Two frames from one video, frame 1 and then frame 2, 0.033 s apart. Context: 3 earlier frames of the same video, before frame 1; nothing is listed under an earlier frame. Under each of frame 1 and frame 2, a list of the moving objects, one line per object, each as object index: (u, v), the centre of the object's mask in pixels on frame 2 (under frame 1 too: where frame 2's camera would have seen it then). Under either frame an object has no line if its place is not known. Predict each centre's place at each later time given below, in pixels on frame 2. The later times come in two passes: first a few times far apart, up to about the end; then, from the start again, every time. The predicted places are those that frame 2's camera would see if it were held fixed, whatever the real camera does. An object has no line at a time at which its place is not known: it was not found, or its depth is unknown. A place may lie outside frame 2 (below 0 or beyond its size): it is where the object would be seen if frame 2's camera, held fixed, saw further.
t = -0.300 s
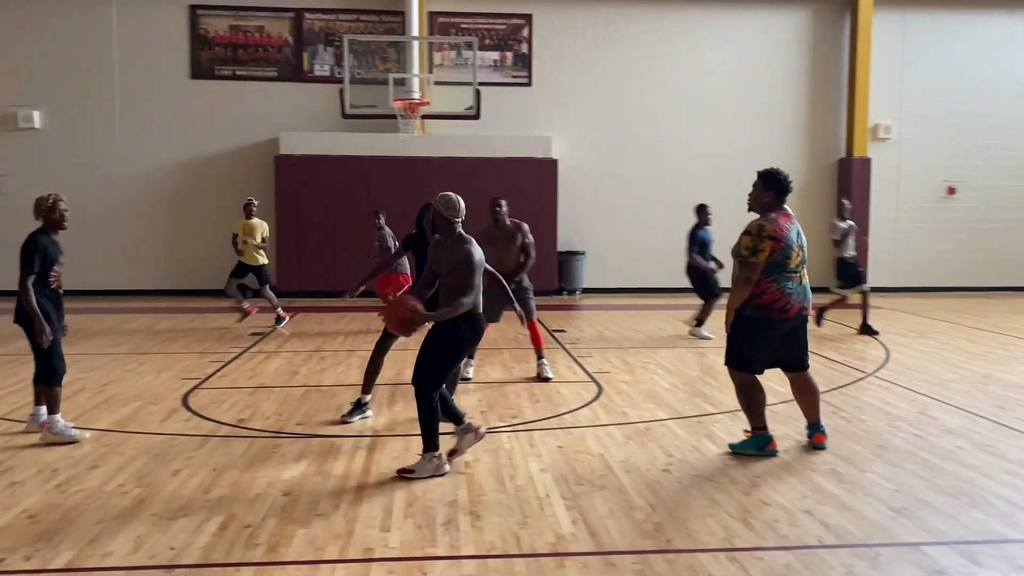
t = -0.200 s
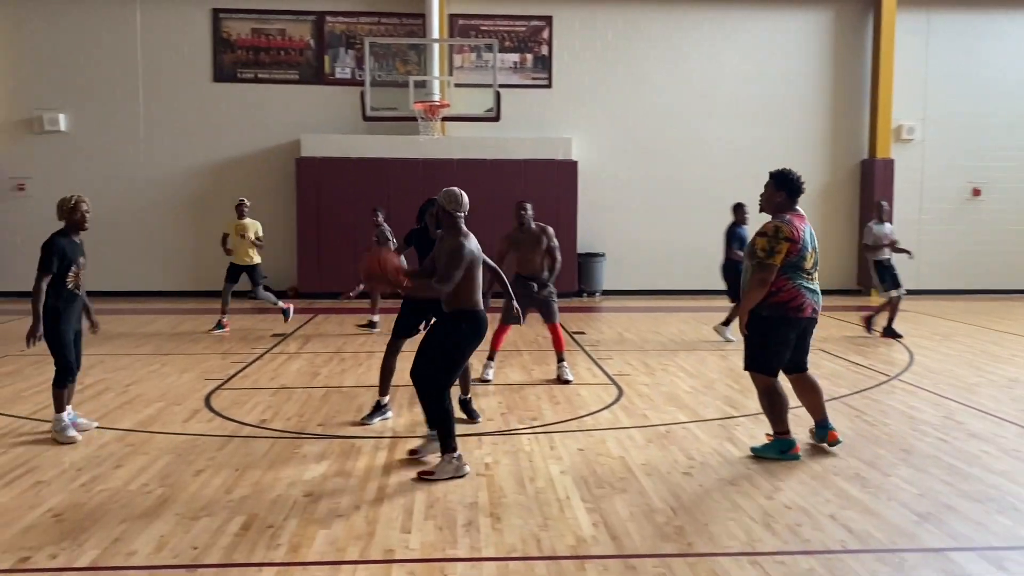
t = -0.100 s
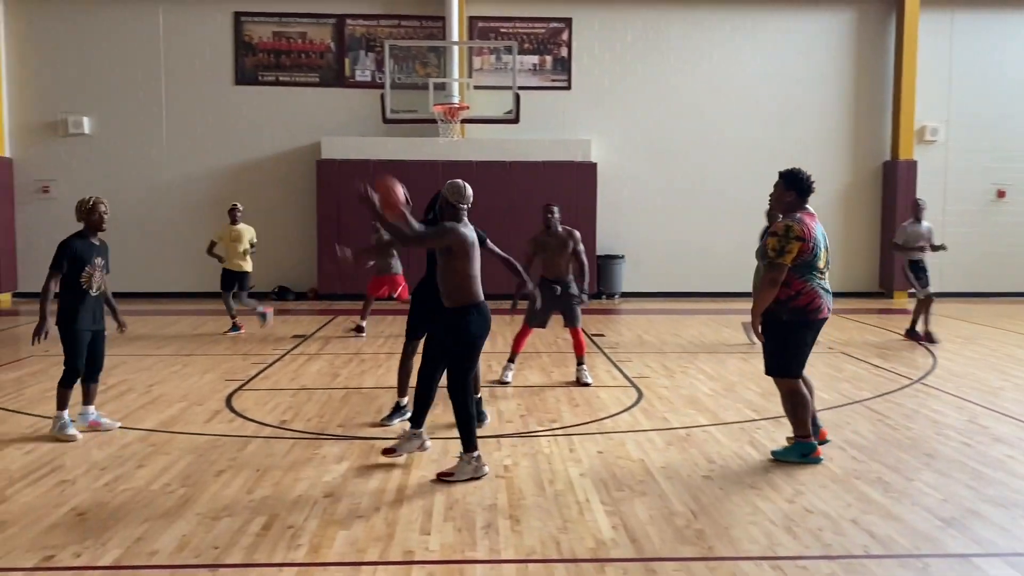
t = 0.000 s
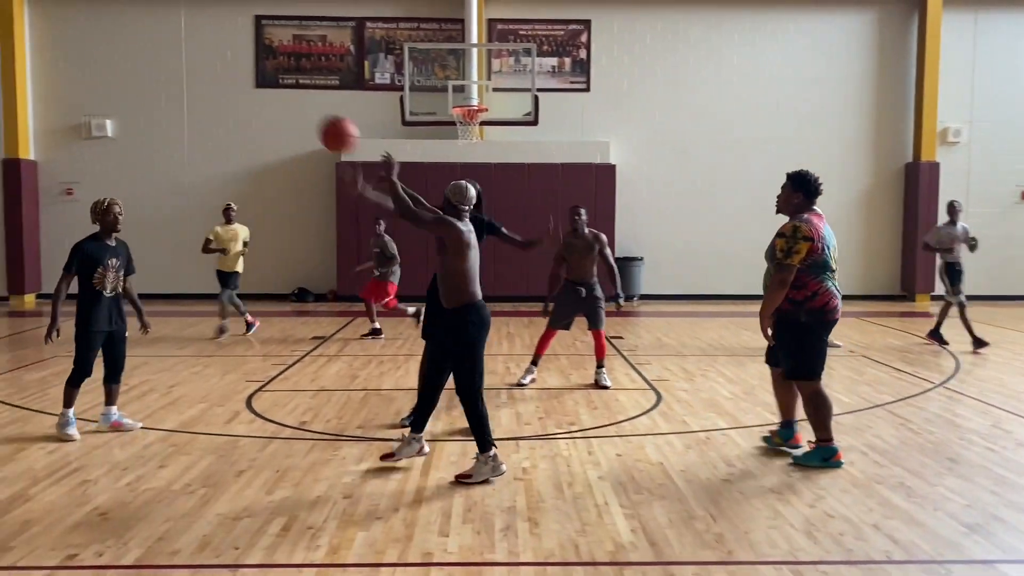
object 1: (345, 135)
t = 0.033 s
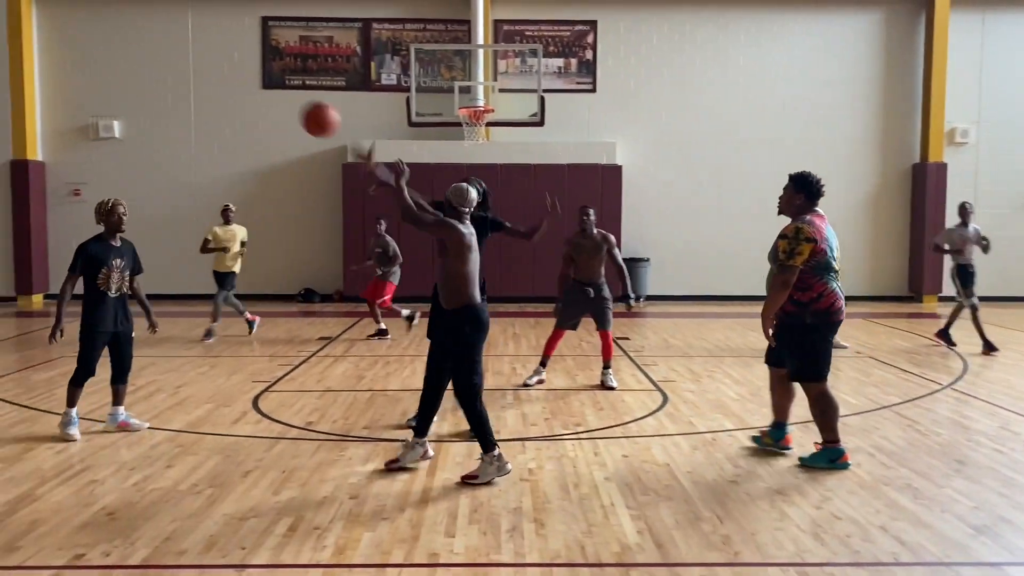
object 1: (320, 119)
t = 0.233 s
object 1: (200, 71)
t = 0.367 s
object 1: (142, 70)
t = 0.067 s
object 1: (297, 107)
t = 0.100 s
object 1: (275, 95)
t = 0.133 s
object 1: (255, 86)
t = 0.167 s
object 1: (235, 80)
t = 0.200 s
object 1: (217, 75)
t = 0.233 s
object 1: (200, 71)
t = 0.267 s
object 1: (185, 69)
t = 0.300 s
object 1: (170, 68)
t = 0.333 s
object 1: (155, 69)
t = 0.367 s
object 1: (142, 70)
